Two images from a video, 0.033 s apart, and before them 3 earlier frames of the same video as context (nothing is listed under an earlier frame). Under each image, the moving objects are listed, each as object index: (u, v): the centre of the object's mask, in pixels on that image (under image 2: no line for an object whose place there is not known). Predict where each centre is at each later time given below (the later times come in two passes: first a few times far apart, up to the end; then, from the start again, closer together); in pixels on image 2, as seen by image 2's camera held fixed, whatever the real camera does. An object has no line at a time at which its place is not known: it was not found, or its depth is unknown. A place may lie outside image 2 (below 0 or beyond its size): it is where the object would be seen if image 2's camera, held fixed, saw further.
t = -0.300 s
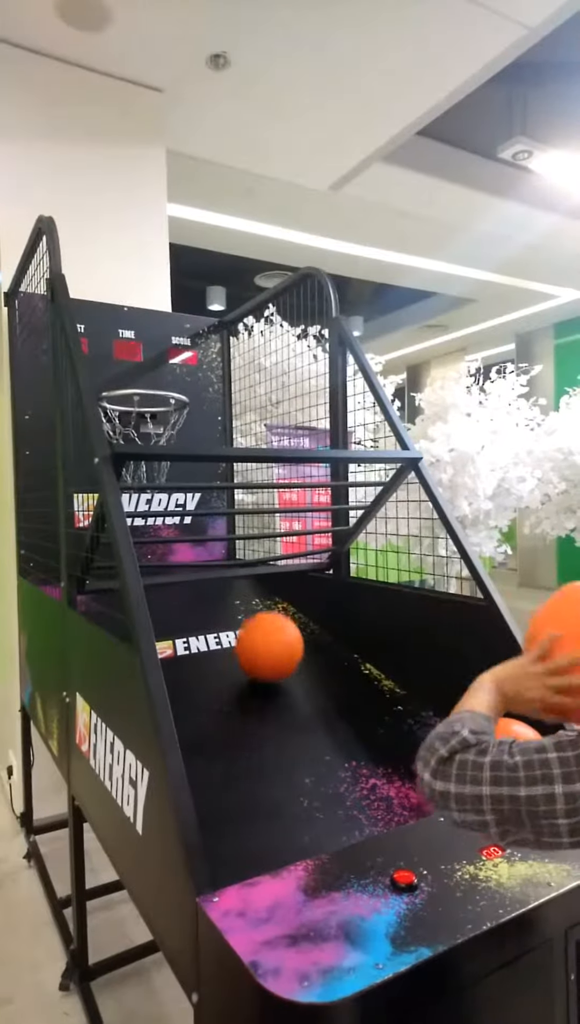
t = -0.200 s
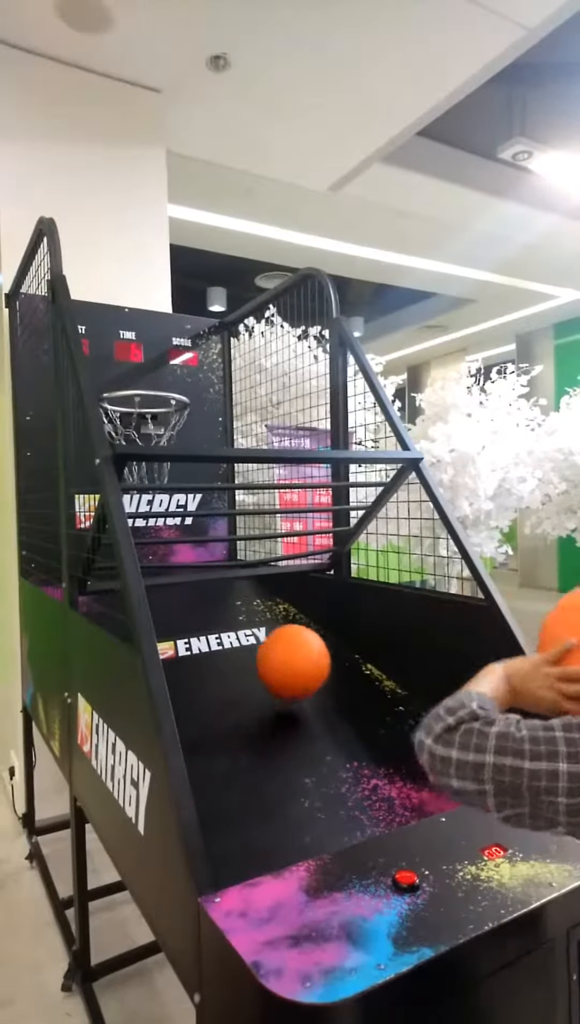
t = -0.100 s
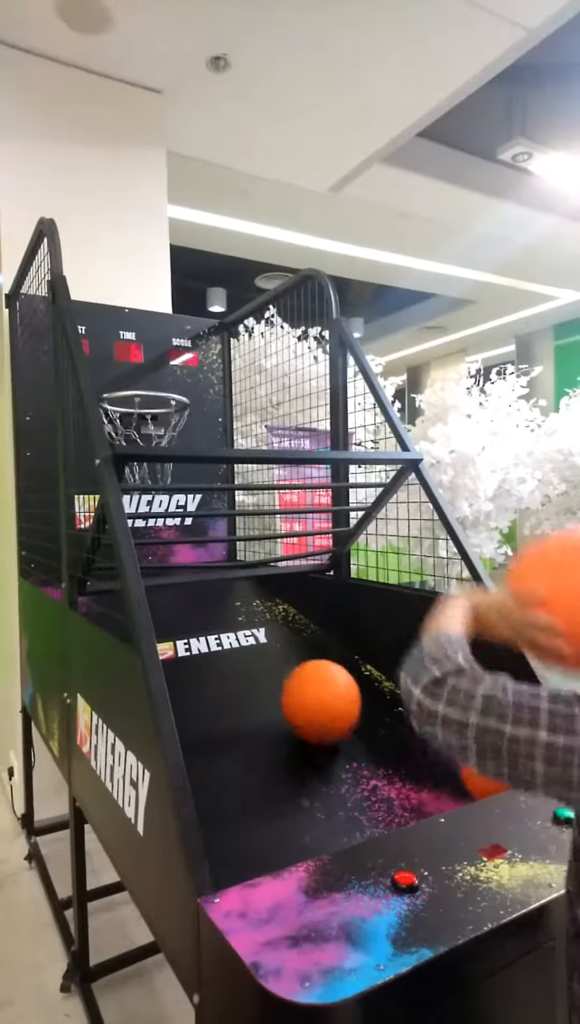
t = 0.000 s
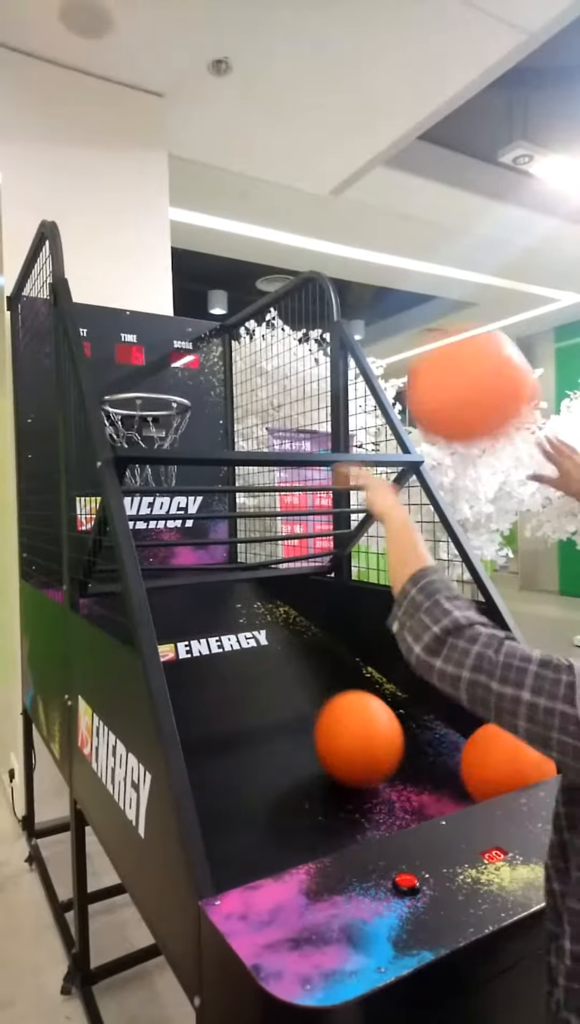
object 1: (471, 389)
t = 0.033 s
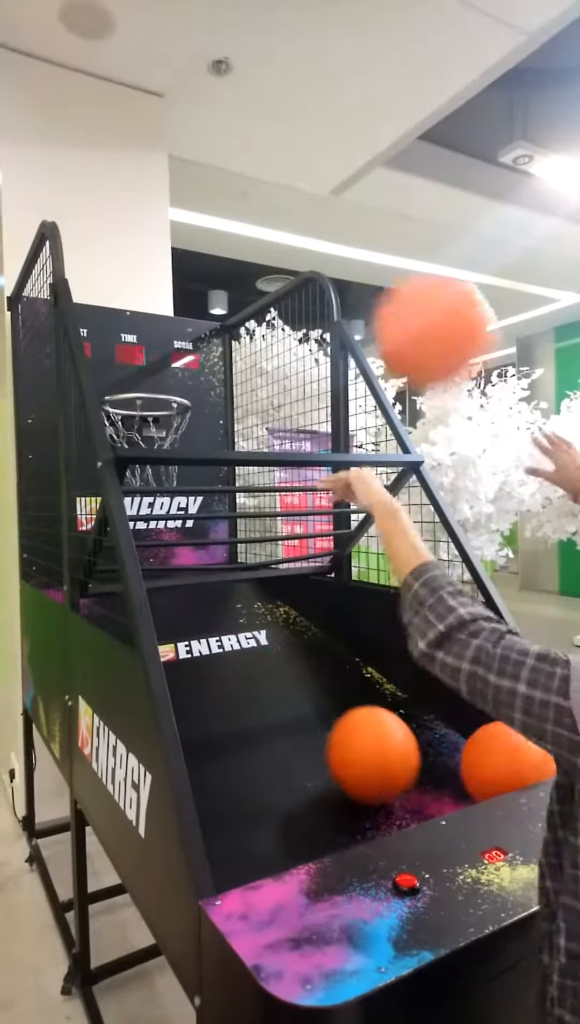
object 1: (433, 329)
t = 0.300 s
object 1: (260, 175)
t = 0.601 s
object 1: (177, 302)
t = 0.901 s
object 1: (162, 339)
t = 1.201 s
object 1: (191, 373)
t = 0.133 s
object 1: (351, 219)
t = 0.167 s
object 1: (328, 199)
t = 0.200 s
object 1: (308, 185)
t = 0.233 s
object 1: (290, 178)
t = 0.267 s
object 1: (274, 174)
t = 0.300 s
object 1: (260, 175)
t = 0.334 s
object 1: (246, 179)
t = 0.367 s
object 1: (235, 185)
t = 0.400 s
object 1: (224, 196)
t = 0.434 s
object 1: (215, 209)
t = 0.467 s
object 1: (205, 226)
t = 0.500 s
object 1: (196, 245)
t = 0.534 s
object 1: (190, 261)
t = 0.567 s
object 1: (183, 280)
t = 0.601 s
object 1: (177, 302)
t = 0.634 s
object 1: (170, 325)
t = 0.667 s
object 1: (164, 348)
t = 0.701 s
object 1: (160, 372)
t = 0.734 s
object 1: (155, 389)
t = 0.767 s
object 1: (153, 373)
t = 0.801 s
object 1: (155, 364)
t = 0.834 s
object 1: (157, 353)
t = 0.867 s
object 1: (159, 344)
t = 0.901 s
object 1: (162, 339)
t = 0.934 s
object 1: (165, 336)
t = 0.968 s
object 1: (167, 335)
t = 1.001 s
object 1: (170, 335)
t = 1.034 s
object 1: (174, 339)
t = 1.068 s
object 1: (177, 345)
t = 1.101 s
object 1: (181, 354)
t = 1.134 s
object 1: (184, 366)
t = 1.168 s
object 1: (187, 376)
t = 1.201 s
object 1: (191, 373)
